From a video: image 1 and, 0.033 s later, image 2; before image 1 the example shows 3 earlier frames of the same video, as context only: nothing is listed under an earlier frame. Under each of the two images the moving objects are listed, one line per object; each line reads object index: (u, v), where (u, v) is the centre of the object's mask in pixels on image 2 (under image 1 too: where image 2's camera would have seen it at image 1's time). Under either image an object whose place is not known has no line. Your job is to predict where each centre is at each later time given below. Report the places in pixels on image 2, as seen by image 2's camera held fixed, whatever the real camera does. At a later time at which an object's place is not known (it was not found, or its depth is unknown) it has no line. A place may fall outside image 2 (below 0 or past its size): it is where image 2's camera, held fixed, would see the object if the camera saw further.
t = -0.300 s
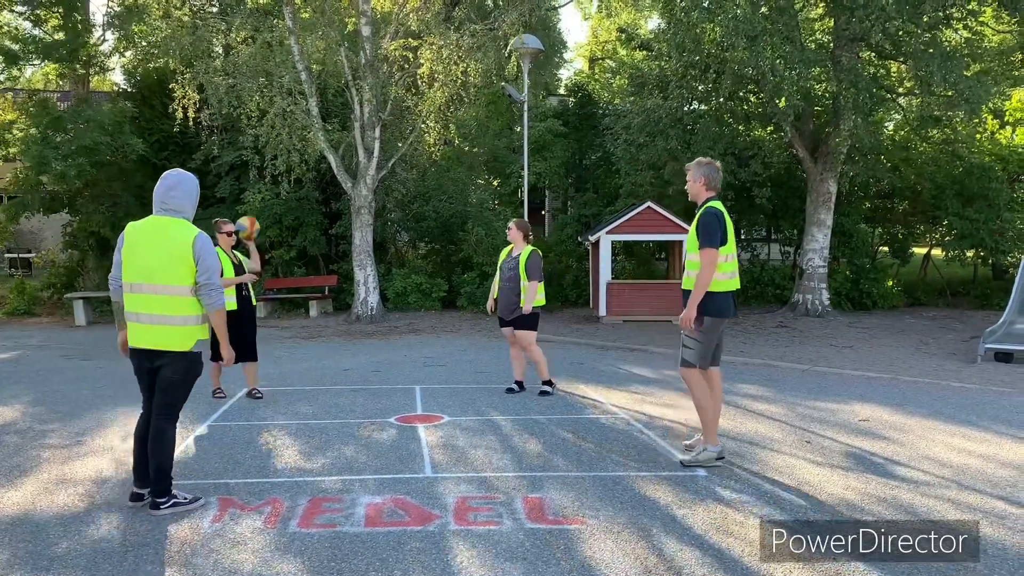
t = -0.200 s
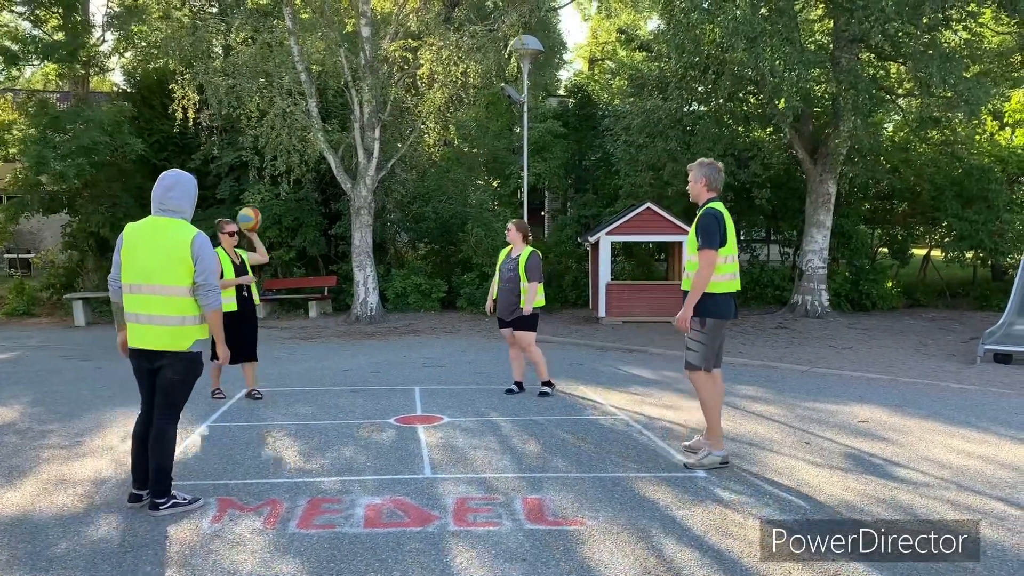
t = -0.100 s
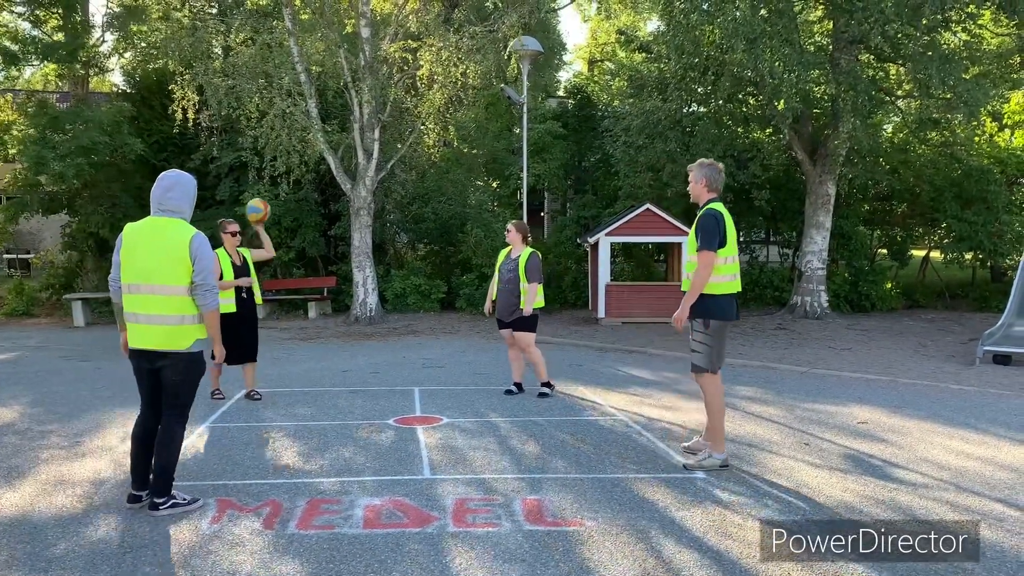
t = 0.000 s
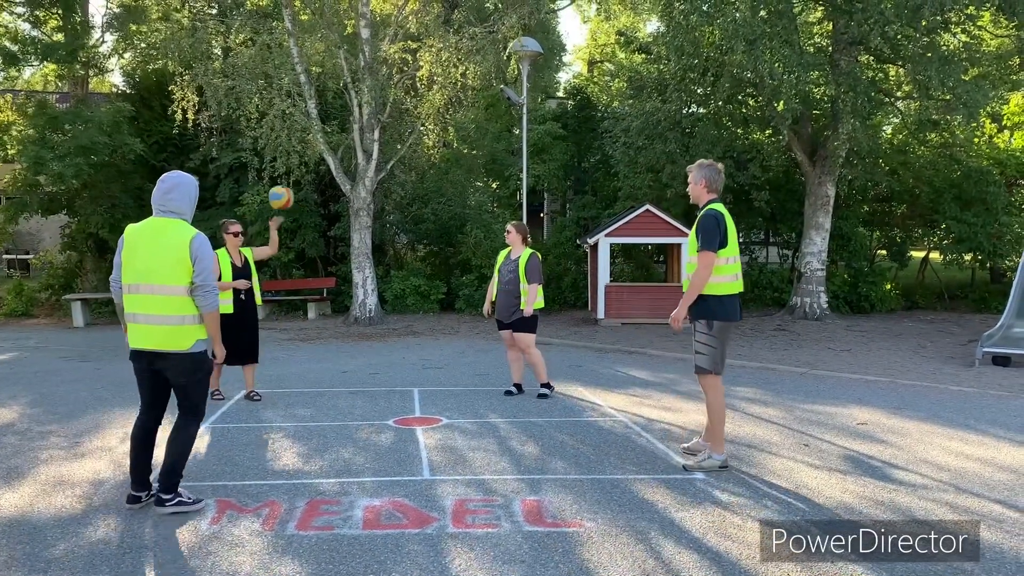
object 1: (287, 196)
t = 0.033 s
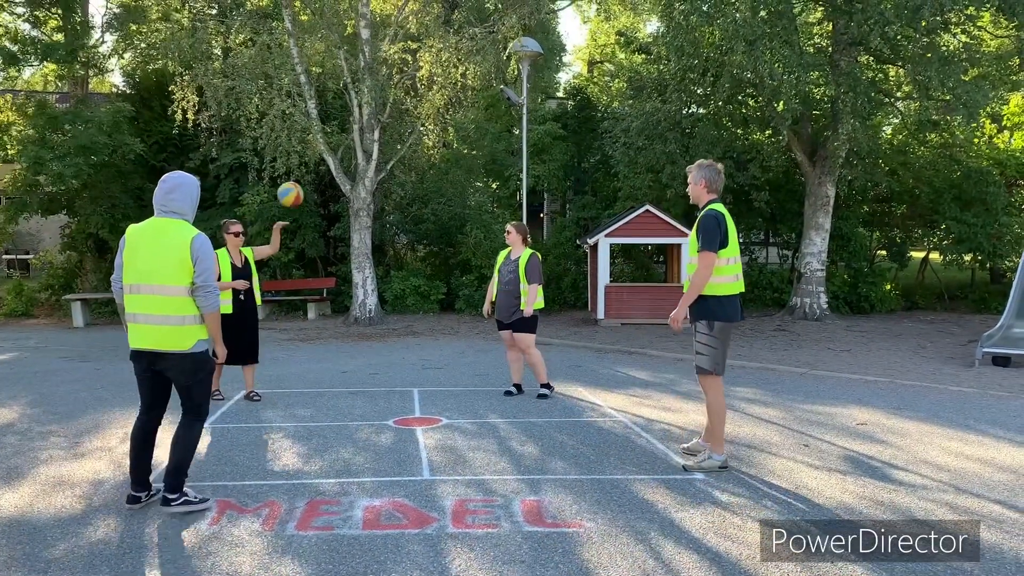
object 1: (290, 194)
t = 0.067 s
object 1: (299, 193)
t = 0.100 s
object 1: (307, 193)
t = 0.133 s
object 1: (311, 195)
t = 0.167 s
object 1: (323, 197)
